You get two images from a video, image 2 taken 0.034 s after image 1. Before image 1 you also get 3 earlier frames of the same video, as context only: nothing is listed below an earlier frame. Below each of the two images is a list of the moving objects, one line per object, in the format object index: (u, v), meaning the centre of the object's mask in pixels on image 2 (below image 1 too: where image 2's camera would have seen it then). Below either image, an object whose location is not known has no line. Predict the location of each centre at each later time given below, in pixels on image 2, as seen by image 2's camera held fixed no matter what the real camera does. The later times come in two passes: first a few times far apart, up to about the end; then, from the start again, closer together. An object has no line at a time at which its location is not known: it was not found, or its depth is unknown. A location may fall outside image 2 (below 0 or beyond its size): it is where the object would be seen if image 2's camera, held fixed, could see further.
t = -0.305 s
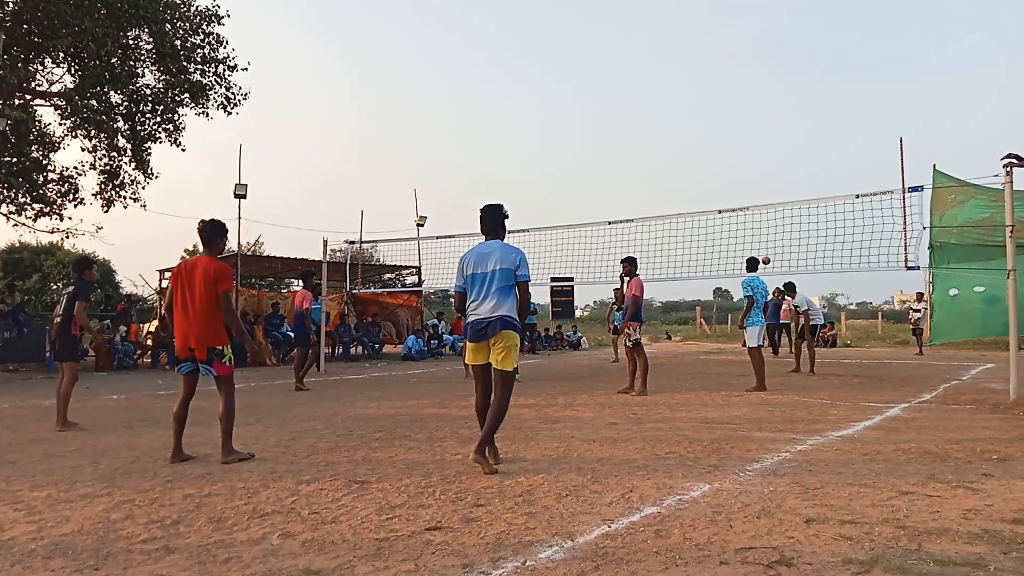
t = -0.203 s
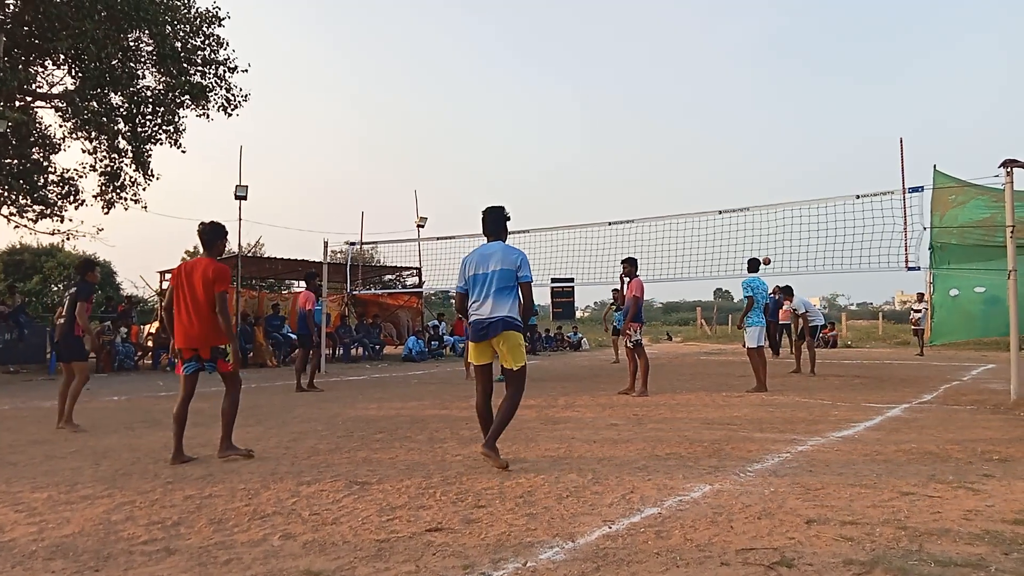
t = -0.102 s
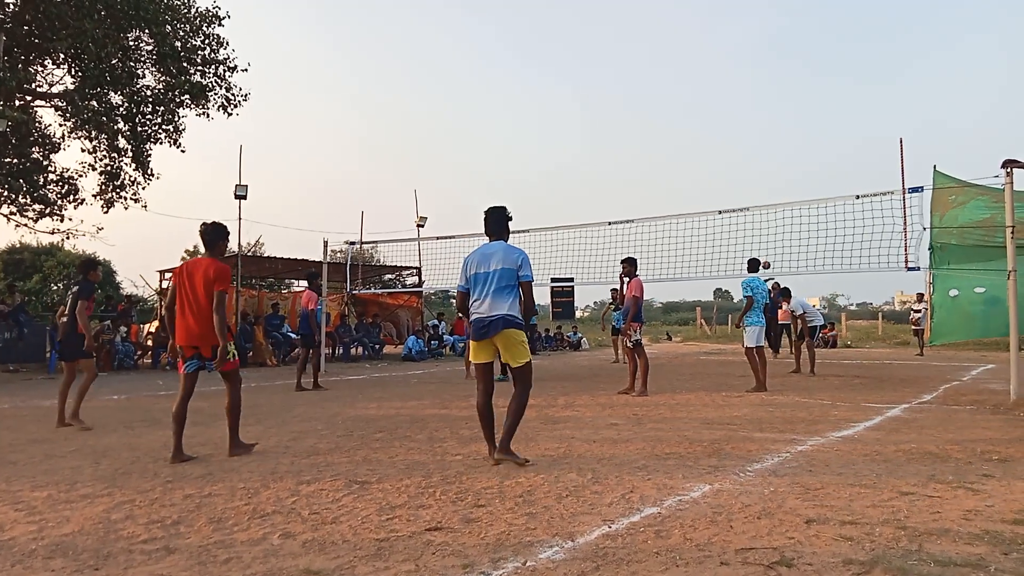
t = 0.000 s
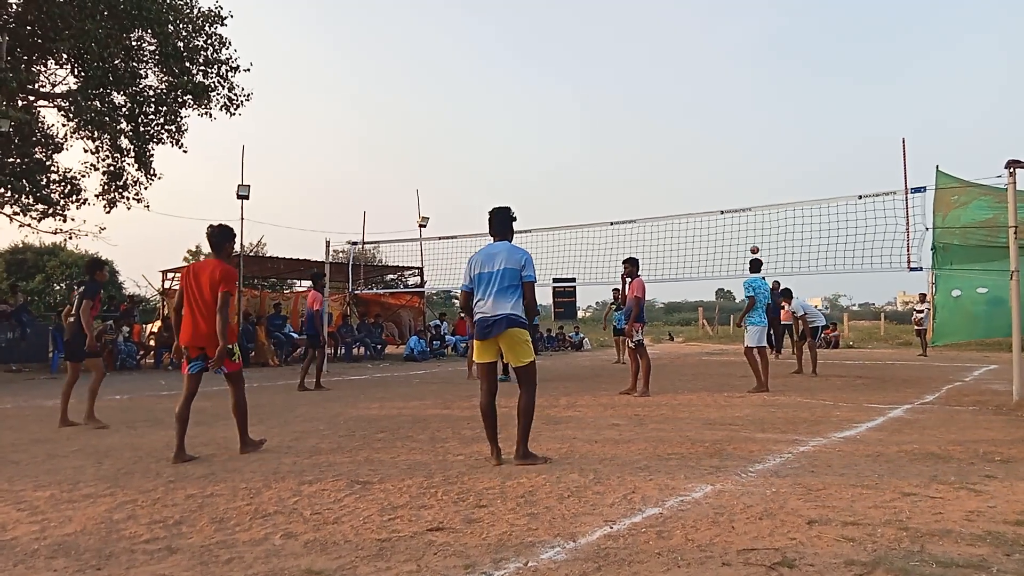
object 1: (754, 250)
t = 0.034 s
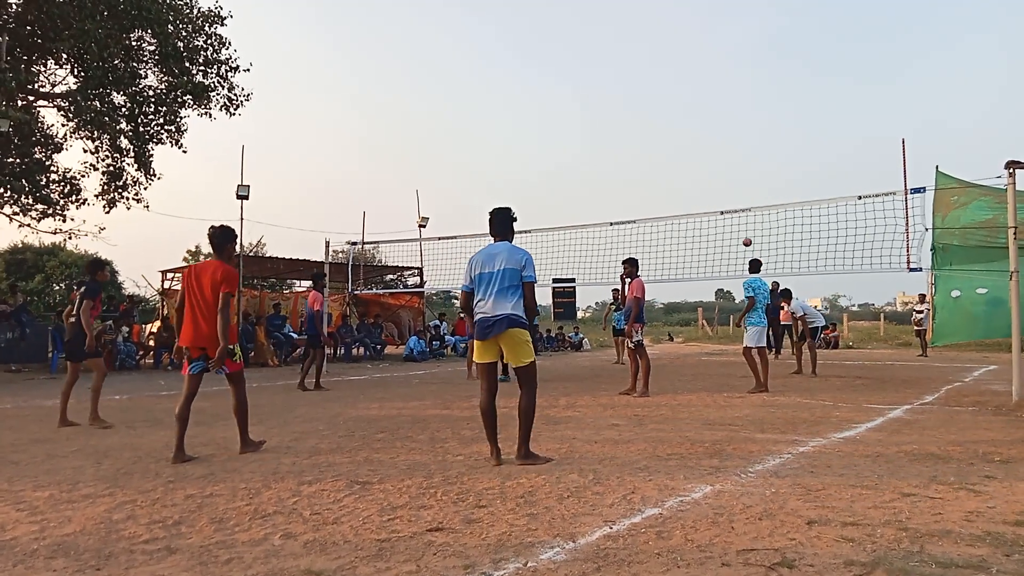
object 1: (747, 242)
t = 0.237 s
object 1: (699, 198)
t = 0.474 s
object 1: (629, 162)
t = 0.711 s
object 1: (532, 147)
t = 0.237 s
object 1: (699, 198)
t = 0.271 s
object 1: (690, 192)
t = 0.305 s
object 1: (680, 187)
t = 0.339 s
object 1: (671, 181)
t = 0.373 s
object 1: (661, 176)
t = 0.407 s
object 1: (651, 171)
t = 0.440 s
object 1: (640, 166)
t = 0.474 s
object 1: (629, 162)
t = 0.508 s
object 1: (617, 158)
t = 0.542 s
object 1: (605, 155)
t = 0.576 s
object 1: (592, 152)
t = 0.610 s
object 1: (578, 150)
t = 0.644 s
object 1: (564, 148)
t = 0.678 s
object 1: (548, 147)
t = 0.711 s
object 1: (532, 147)
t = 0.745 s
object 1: (514, 148)
